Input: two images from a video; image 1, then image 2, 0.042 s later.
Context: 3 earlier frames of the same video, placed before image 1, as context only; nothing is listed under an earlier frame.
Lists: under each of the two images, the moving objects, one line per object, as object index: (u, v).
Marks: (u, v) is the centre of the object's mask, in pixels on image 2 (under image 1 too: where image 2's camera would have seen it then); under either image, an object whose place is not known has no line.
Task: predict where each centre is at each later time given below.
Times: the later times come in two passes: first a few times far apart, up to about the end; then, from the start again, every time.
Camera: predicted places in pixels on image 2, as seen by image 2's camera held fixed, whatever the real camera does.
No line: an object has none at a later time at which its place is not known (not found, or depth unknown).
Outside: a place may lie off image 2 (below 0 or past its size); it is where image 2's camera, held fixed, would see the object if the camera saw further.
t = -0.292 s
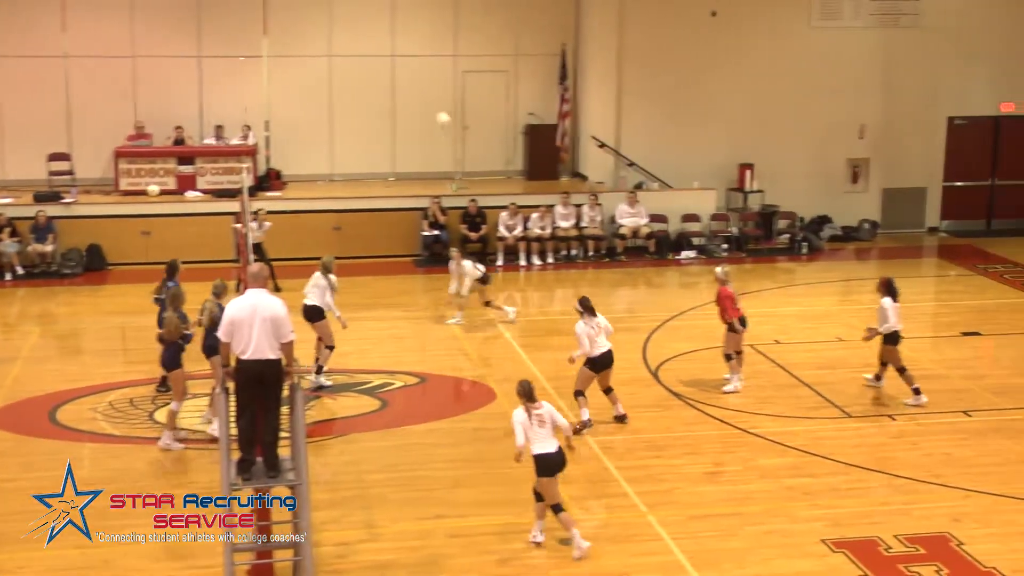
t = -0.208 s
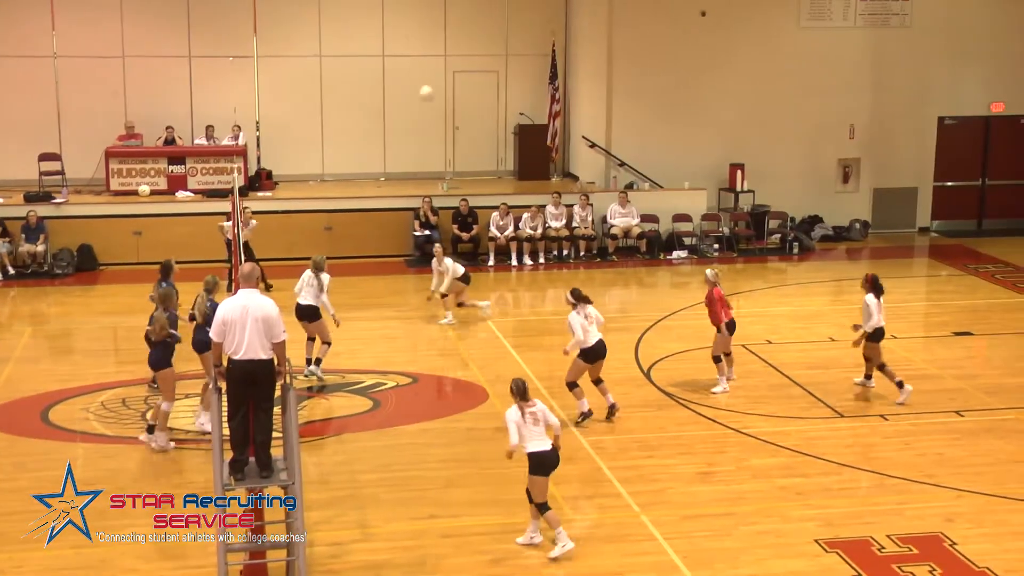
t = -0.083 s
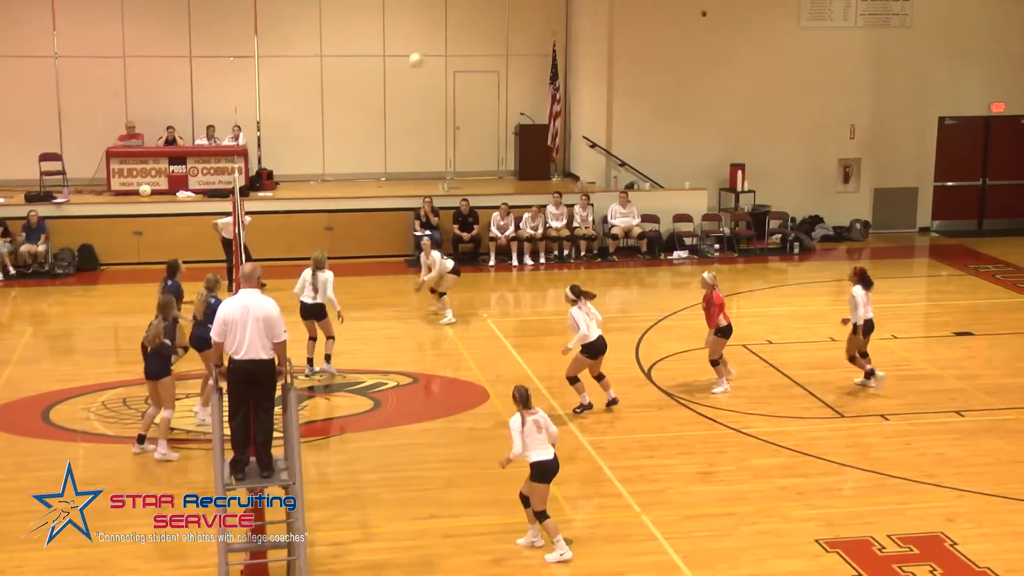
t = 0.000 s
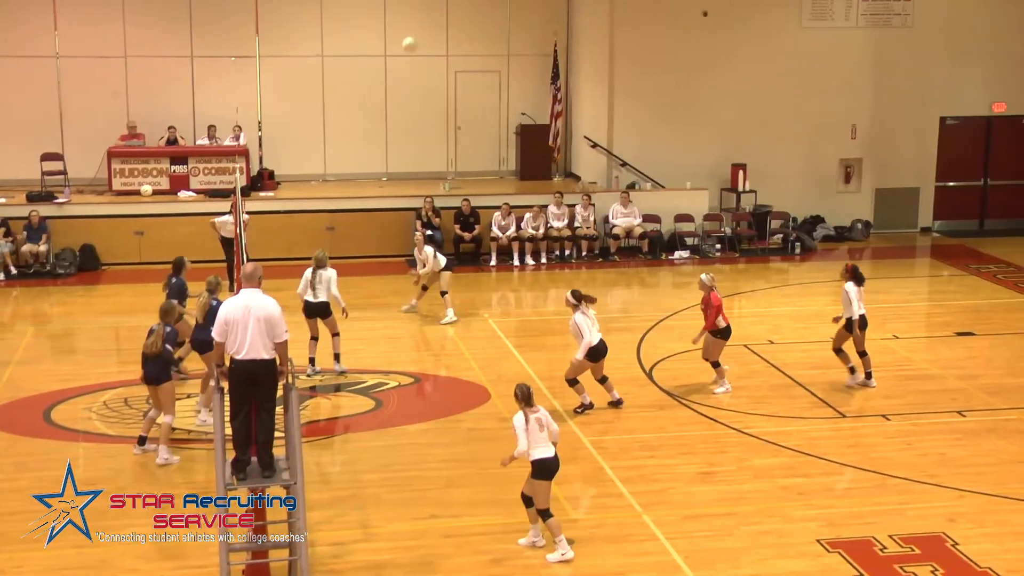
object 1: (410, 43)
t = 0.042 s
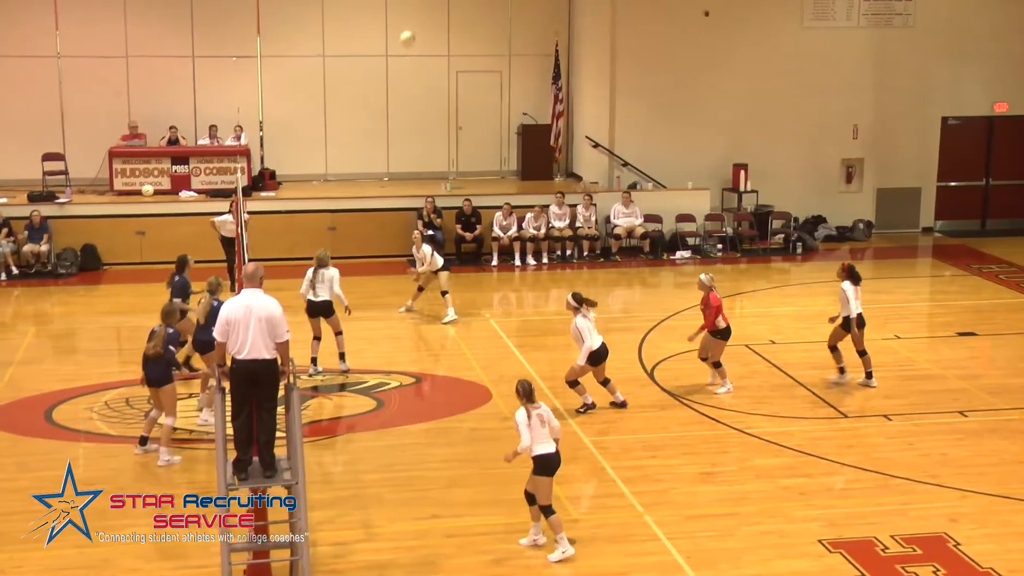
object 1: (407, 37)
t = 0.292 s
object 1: (386, 25)
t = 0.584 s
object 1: (363, 66)
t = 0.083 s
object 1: (402, 32)
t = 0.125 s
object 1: (398, 27)
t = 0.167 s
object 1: (395, 25)
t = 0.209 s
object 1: (393, 25)
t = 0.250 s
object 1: (389, 25)
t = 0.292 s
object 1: (386, 25)
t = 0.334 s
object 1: (381, 26)
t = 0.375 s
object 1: (378, 29)
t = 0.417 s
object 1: (376, 35)
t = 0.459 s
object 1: (372, 41)
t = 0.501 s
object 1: (369, 47)
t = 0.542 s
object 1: (366, 56)
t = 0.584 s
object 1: (363, 66)
